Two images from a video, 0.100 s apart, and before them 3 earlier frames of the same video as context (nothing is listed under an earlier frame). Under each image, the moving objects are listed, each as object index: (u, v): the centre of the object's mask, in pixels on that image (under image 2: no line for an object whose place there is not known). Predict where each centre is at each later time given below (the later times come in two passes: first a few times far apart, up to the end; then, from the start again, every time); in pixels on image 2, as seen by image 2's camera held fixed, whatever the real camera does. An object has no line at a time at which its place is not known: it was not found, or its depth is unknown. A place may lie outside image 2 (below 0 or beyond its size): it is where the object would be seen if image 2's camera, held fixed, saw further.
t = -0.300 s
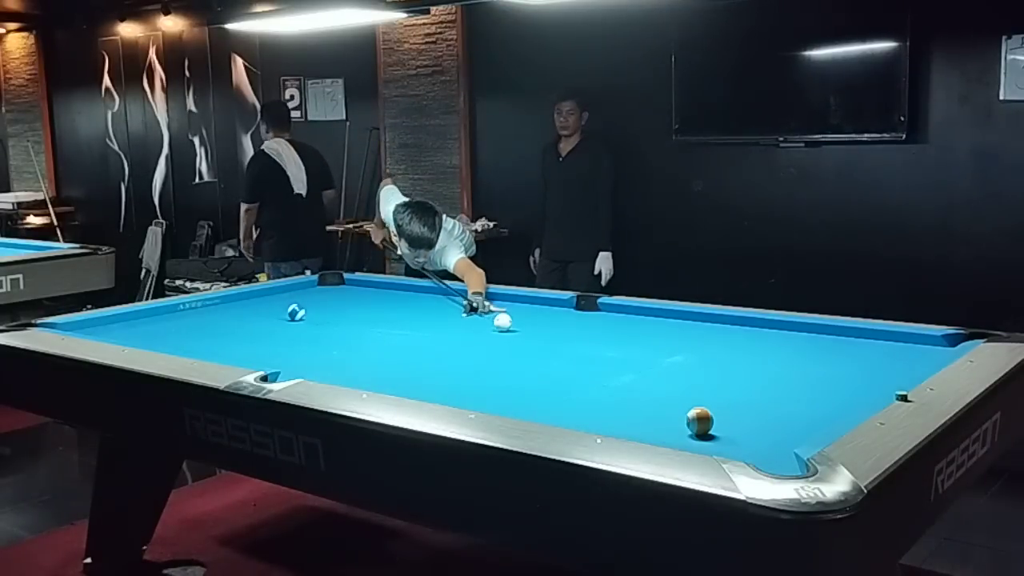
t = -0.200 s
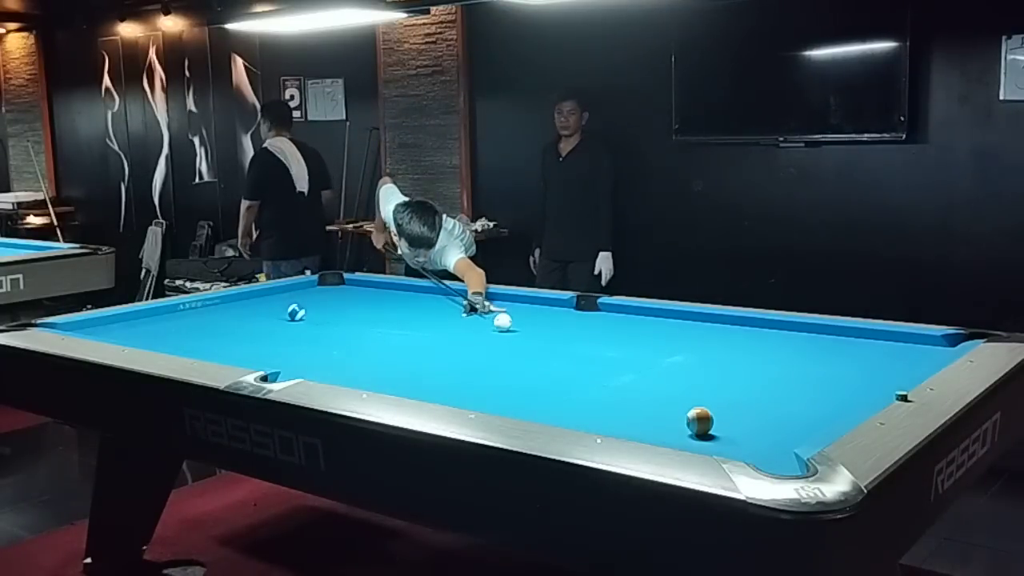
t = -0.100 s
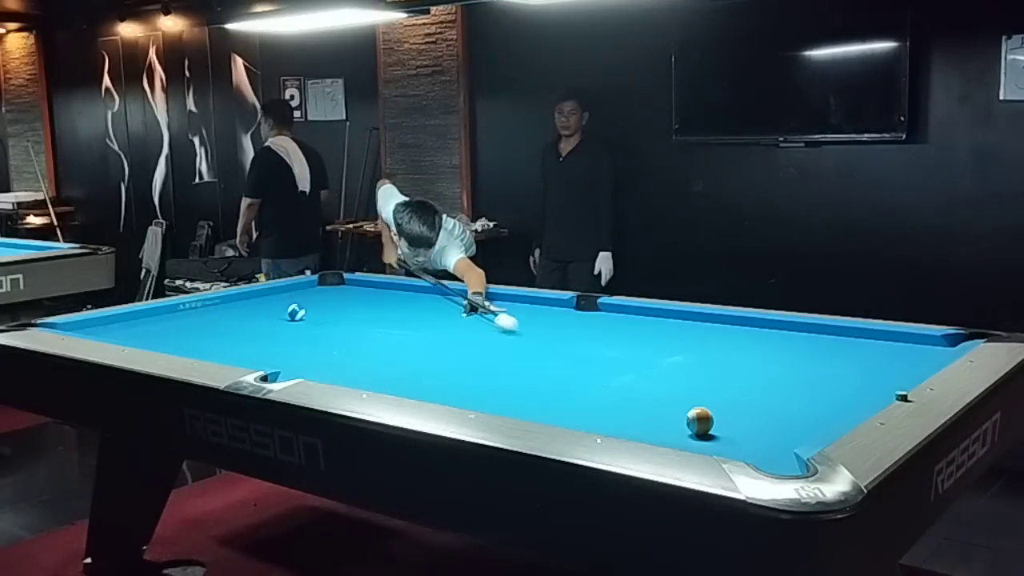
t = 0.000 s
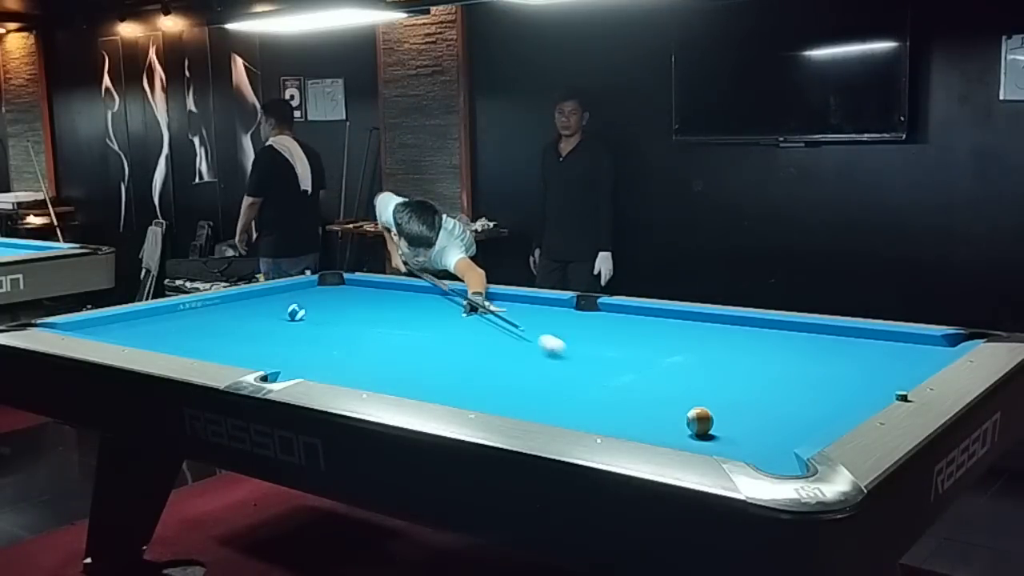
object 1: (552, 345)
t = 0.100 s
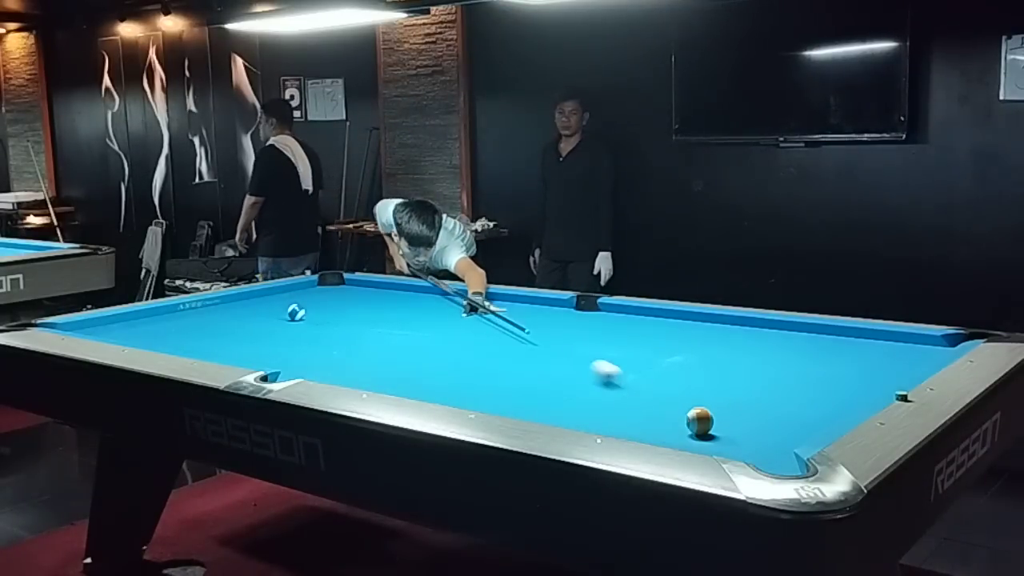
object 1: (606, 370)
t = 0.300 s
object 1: (706, 414)
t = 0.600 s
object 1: (802, 433)
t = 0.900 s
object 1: (734, 426)
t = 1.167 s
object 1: (679, 417)
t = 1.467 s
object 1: (624, 409)
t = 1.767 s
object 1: (576, 401)
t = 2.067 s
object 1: (534, 395)
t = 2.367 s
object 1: (496, 389)
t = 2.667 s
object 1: (463, 384)
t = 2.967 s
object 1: (434, 379)
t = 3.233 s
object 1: (410, 376)
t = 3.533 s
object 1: (388, 372)
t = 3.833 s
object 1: (367, 369)
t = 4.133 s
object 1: (350, 366)
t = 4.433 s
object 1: (337, 364)
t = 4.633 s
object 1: (328, 363)
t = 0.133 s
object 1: (627, 380)
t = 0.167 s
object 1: (650, 392)
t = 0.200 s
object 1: (676, 404)
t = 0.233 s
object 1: (704, 420)
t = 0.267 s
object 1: (699, 414)
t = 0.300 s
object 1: (706, 414)
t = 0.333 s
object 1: (714, 415)
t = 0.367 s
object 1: (723, 416)
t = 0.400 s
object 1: (732, 418)
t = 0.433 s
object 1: (742, 420)
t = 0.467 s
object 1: (753, 423)
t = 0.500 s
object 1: (765, 426)
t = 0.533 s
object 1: (778, 429)
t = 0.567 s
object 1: (791, 433)
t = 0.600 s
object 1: (802, 433)
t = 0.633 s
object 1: (796, 434)
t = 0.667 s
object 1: (789, 435)
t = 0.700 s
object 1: (781, 433)
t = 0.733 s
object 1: (773, 431)
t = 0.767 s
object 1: (764, 430)
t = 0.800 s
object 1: (757, 429)
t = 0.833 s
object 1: (749, 428)
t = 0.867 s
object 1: (742, 427)
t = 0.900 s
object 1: (734, 426)
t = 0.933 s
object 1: (728, 425)
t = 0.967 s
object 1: (720, 424)
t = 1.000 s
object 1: (713, 423)
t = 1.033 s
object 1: (706, 421)
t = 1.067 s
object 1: (699, 420)
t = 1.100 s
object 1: (692, 419)
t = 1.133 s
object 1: (686, 418)
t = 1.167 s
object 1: (679, 417)
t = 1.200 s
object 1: (673, 416)
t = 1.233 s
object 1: (666, 415)
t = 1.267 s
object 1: (660, 415)
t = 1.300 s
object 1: (654, 414)
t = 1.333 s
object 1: (648, 413)
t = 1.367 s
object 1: (642, 412)
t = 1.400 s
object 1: (636, 411)
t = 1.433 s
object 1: (630, 410)
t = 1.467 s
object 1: (624, 409)
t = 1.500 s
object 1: (619, 408)
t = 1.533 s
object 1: (613, 407)
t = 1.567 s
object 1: (607, 406)
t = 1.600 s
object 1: (602, 405)
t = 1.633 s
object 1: (597, 404)
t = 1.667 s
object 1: (591, 404)
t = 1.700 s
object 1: (586, 403)
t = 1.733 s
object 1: (581, 402)
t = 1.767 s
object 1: (576, 401)
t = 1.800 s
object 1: (571, 400)
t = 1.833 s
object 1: (566, 400)
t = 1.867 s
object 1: (562, 399)
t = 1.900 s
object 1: (557, 398)
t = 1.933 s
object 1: (552, 398)
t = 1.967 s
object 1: (547, 397)
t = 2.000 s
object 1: (543, 396)
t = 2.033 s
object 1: (538, 395)
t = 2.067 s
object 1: (534, 395)
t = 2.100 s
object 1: (529, 394)
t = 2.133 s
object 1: (525, 393)
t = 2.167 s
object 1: (521, 393)
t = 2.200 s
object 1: (517, 392)
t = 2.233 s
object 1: (513, 391)
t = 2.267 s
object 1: (508, 391)
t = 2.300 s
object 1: (504, 390)
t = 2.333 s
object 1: (500, 389)
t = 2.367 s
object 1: (496, 389)
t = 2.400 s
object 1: (492, 388)
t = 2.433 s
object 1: (489, 388)
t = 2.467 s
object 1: (485, 387)
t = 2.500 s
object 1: (481, 387)
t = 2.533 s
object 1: (478, 386)
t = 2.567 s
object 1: (474, 385)
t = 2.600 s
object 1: (470, 385)
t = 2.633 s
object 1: (467, 384)
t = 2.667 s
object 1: (463, 384)
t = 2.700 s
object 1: (460, 383)
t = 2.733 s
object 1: (456, 383)
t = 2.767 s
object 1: (453, 382)
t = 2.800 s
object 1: (450, 382)
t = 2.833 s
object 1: (446, 381)
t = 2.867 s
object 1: (443, 381)
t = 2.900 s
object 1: (440, 380)
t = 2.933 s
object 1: (437, 380)
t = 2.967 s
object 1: (434, 379)
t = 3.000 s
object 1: (431, 379)
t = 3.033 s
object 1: (428, 379)
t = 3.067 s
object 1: (425, 378)
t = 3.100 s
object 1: (422, 378)
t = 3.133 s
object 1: (419, 377)
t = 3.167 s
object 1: (416, 377)
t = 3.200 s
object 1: (413, 377)
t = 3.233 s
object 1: (410, 376)
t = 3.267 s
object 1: (408, 376)
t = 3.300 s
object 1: (405, 375)
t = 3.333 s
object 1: (403, 375)
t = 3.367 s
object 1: (400, 374)
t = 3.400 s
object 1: (397, 374)
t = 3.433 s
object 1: (395, 374)
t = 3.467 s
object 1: (392, 373)
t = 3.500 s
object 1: (390, 373)
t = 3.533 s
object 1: (388, 372)
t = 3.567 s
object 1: (385, 372)
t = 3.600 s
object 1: (383, 372)
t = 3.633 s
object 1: (380, 371)
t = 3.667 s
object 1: (378, 371)
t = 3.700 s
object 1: (376, 371)
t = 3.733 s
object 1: (374, 370)
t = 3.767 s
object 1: (371, 370)
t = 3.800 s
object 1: (369, 370)
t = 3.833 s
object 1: (367, 369)
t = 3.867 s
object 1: (365, 369)
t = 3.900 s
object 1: (363, 369)
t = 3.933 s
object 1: (361, 368)
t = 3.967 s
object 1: (359, 368)
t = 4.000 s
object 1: (357, 368)
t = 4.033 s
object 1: (356, 368)
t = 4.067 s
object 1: (354, 367)
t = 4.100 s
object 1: (352, 367)
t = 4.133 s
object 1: (350, 366)
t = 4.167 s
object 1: (349, 366)
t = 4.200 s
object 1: (347, 366)
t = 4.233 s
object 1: (346, 366)
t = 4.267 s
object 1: (344, 365)
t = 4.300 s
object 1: (343, 365)
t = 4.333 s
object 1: (341, 365)
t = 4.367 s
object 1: (340, 364)
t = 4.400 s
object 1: (338, 364)
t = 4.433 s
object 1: (337, 364)
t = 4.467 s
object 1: (335, 363)
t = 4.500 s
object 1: (334, 363)
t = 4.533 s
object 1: (333, 363)
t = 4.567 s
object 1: (331, 363)
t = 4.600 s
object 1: (330, 363)
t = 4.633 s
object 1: (328, 363)
